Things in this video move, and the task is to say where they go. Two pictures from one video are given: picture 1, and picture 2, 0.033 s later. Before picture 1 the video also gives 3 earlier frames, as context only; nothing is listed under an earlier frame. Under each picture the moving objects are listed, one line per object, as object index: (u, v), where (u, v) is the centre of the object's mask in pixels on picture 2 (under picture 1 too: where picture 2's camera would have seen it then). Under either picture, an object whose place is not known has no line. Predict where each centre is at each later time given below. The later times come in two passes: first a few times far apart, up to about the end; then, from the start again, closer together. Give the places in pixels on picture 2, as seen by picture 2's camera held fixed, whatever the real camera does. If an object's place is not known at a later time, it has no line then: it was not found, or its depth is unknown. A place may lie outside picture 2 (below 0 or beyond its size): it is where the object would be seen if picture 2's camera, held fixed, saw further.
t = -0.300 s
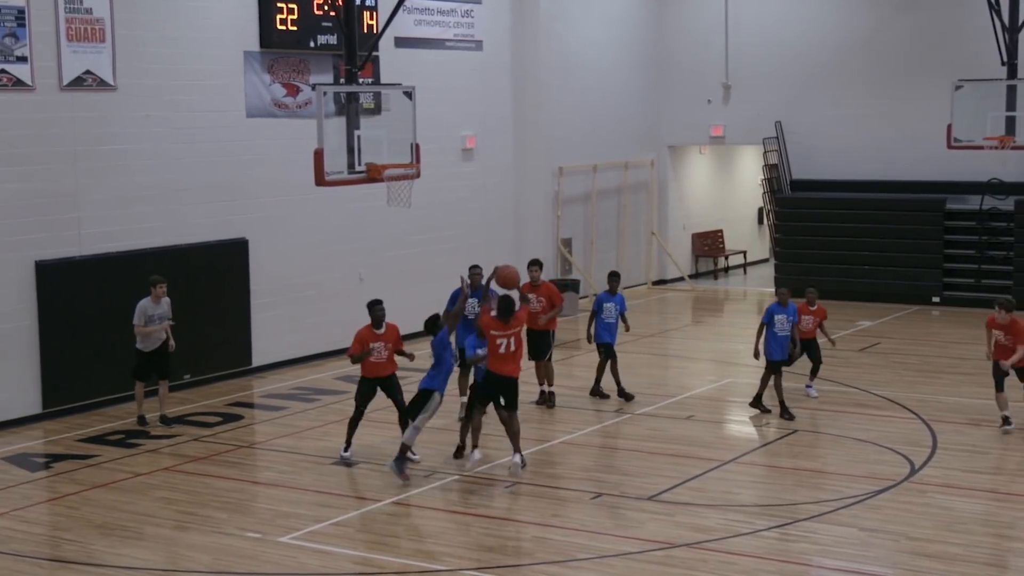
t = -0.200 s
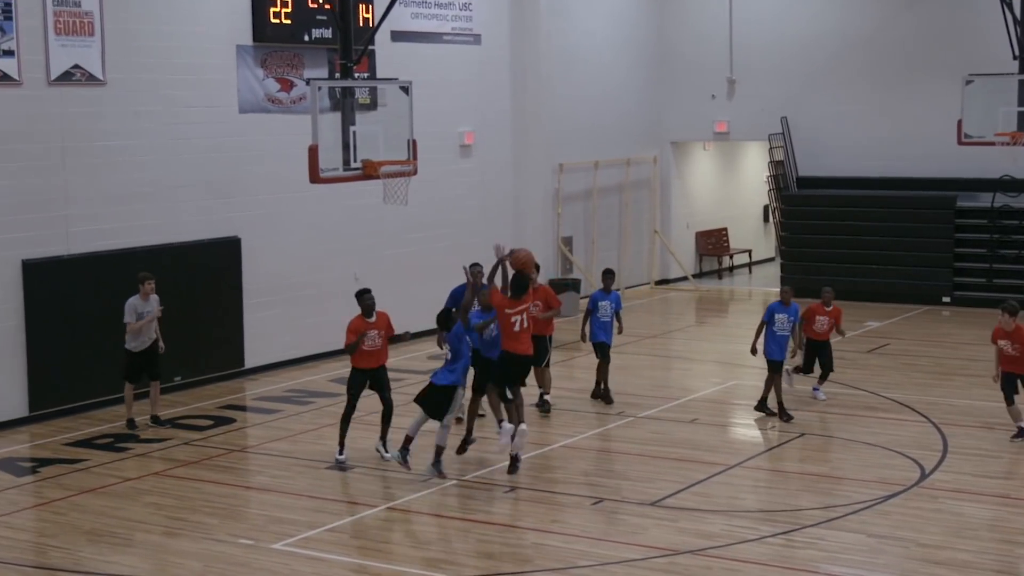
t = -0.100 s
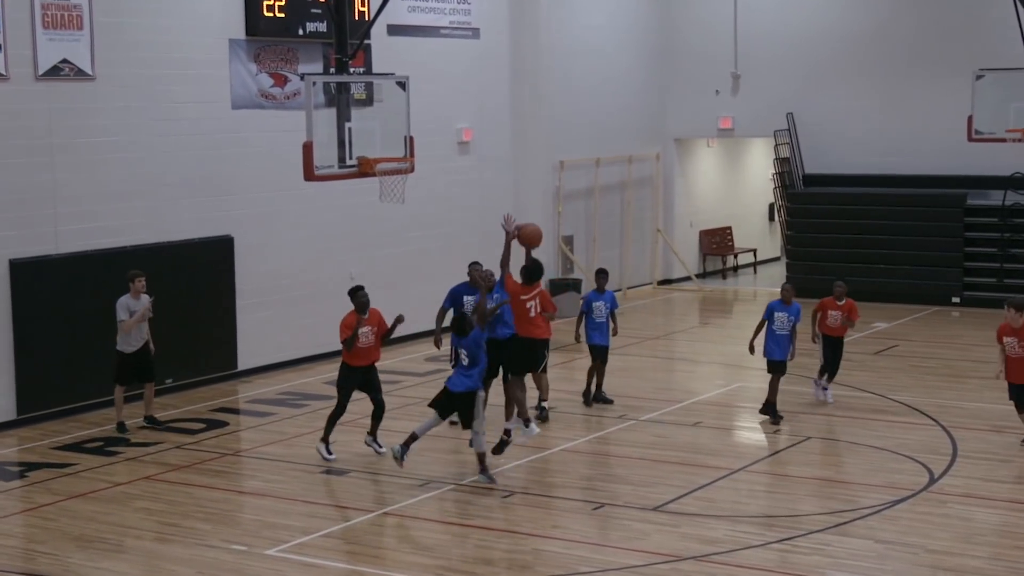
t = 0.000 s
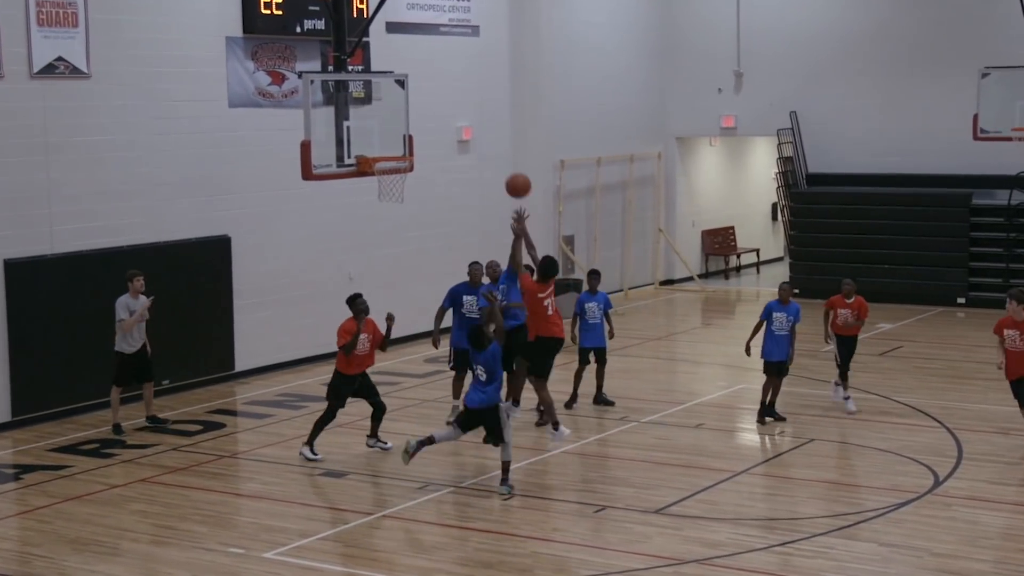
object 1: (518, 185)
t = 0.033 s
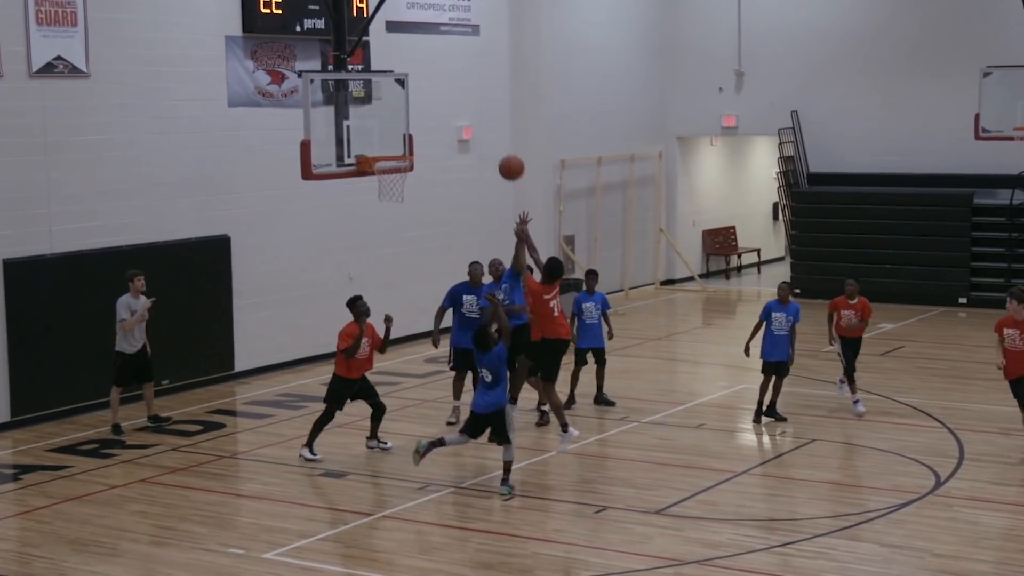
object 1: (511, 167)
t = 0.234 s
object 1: (470, 90)
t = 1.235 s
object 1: (443, 219)
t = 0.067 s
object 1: (504, 152)
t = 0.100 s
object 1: (497, 137)
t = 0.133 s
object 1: (490, 123)
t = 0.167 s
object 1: (484, 111)
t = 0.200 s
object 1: (477, 99)
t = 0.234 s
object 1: (470, 90)
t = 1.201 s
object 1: (431, 209)
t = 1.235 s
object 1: (443, 219)
